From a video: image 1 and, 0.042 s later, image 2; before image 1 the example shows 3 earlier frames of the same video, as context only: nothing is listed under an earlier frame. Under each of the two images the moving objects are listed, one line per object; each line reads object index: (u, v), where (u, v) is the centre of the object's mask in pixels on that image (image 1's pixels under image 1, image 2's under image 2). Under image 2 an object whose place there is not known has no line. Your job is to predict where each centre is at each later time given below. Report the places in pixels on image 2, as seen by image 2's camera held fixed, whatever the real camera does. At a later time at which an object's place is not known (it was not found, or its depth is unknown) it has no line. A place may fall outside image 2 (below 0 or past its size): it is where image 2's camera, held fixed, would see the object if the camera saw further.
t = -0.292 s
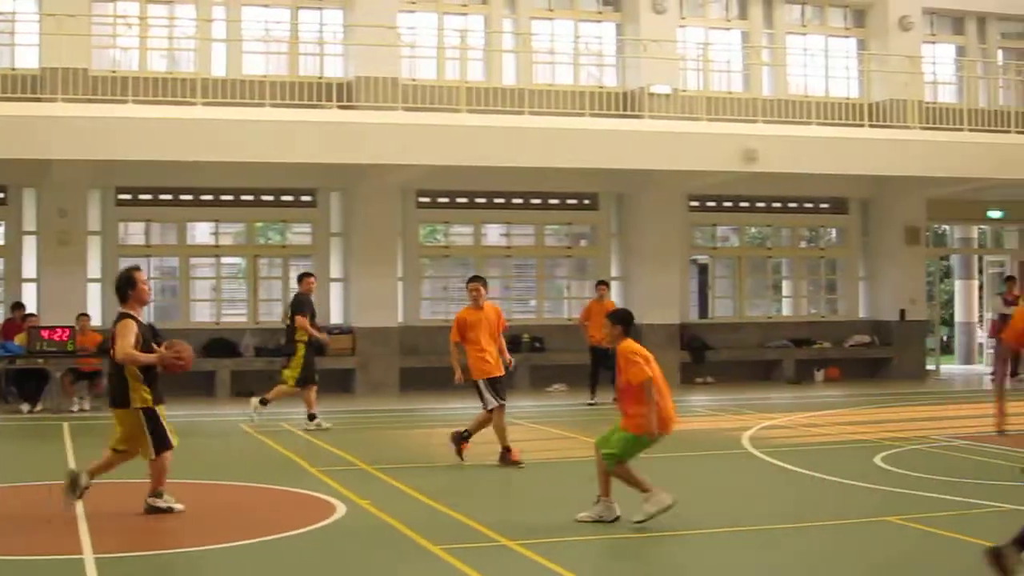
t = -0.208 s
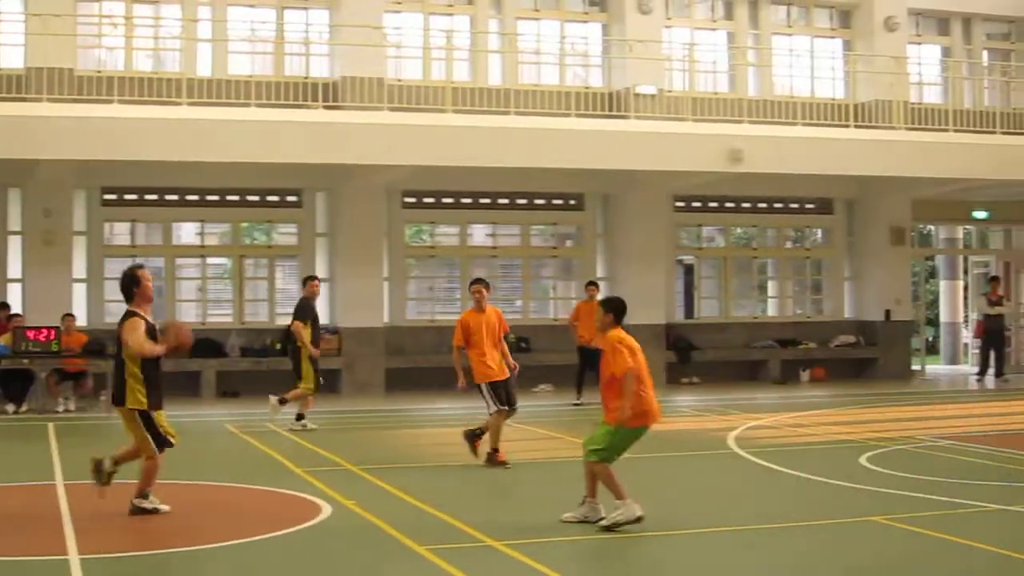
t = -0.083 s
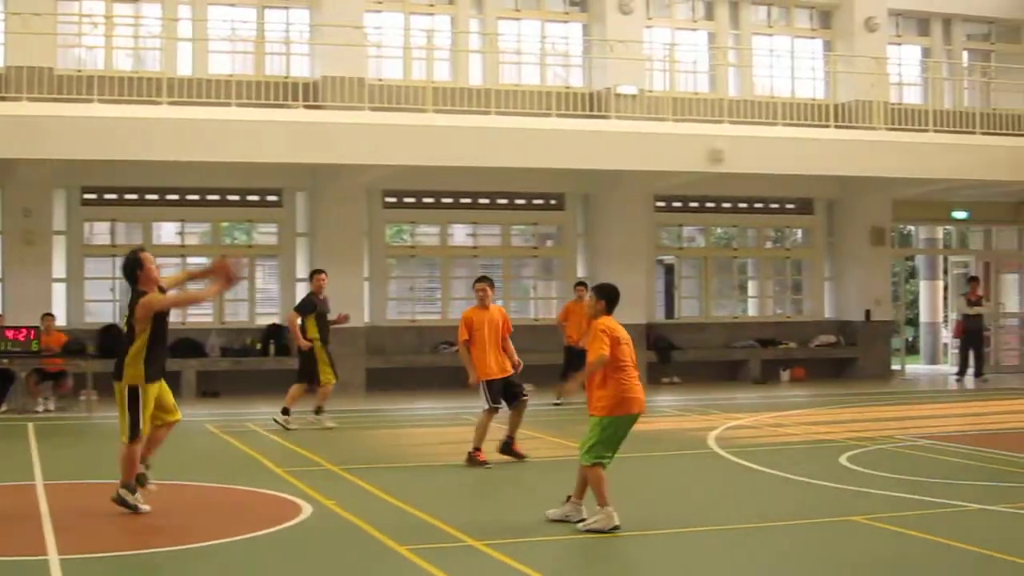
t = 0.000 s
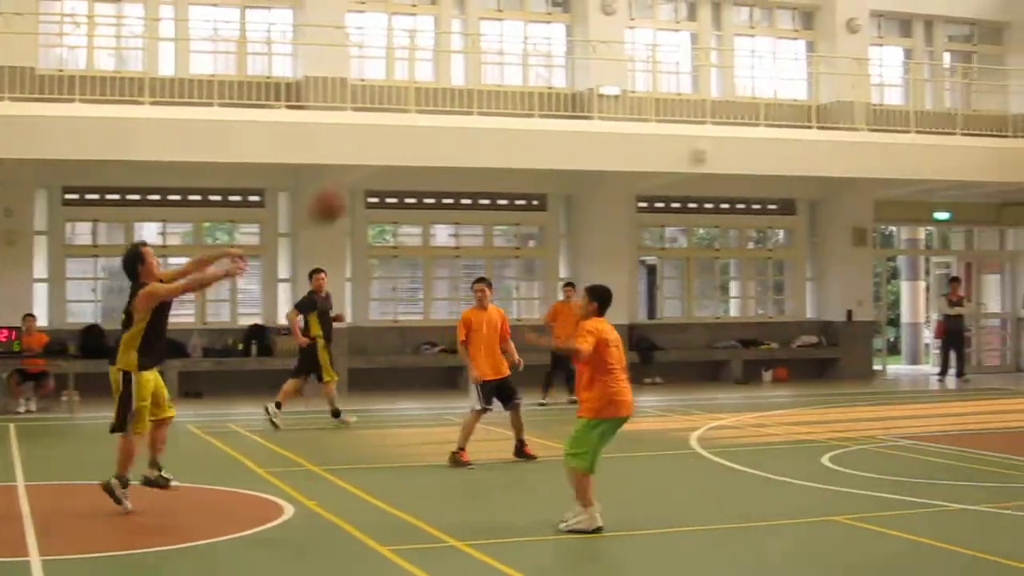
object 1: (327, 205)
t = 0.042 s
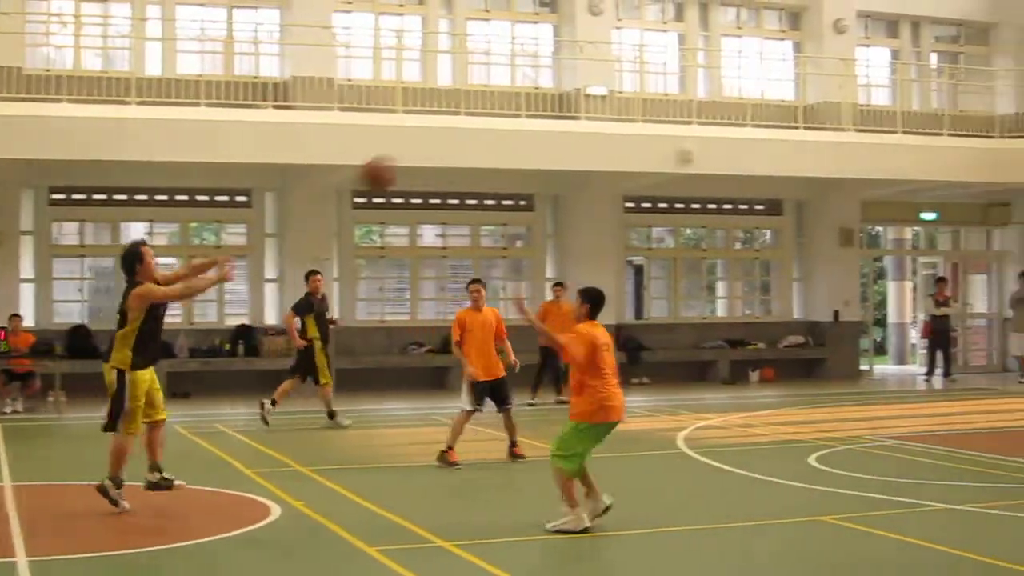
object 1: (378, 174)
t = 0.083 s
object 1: (441, 146)
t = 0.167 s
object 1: (566, 98)
